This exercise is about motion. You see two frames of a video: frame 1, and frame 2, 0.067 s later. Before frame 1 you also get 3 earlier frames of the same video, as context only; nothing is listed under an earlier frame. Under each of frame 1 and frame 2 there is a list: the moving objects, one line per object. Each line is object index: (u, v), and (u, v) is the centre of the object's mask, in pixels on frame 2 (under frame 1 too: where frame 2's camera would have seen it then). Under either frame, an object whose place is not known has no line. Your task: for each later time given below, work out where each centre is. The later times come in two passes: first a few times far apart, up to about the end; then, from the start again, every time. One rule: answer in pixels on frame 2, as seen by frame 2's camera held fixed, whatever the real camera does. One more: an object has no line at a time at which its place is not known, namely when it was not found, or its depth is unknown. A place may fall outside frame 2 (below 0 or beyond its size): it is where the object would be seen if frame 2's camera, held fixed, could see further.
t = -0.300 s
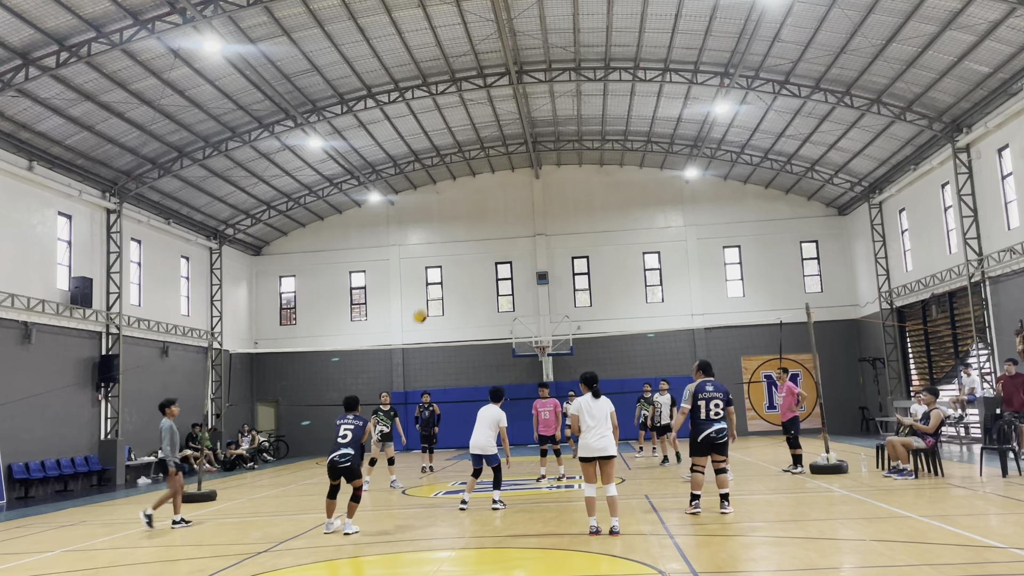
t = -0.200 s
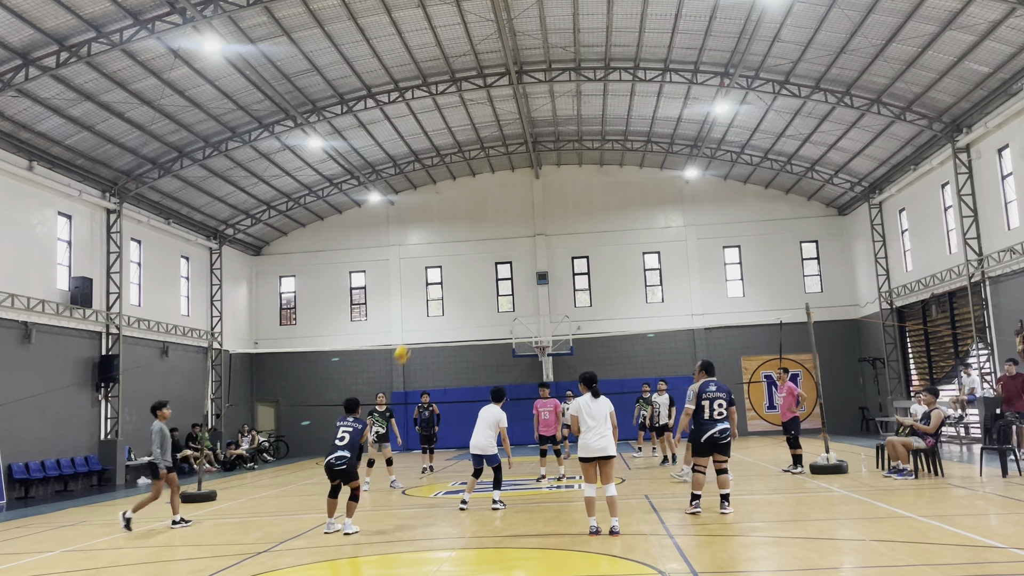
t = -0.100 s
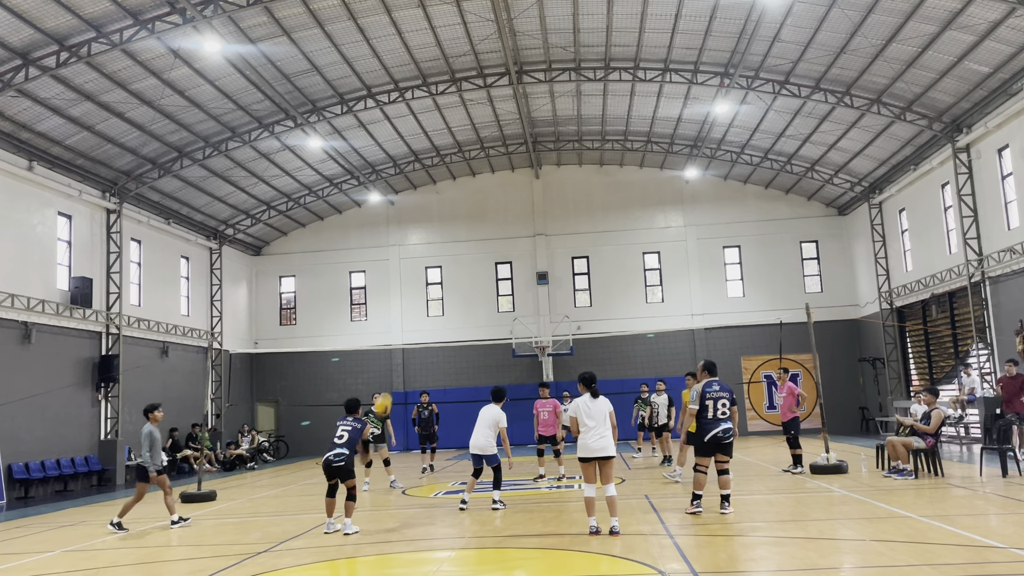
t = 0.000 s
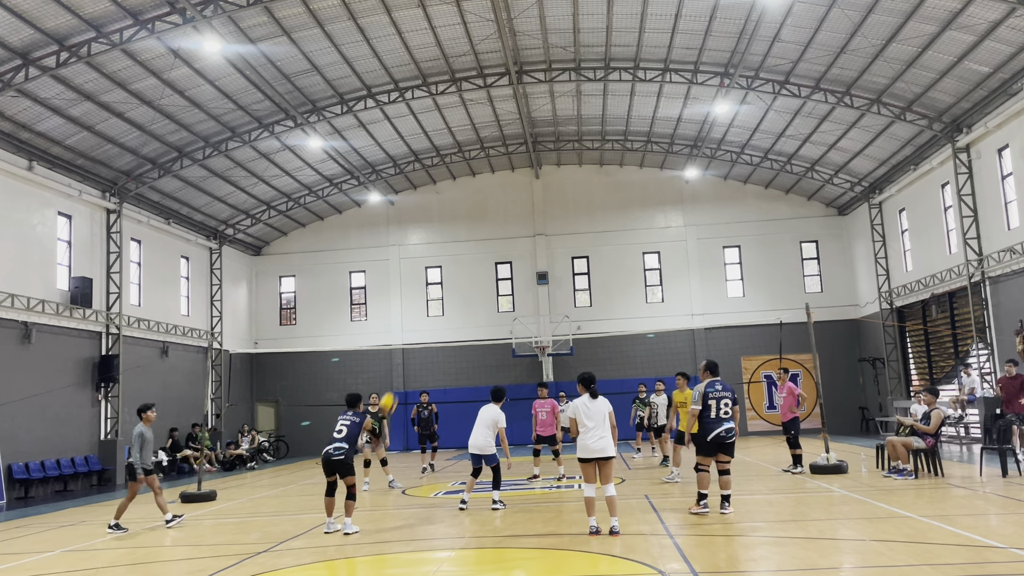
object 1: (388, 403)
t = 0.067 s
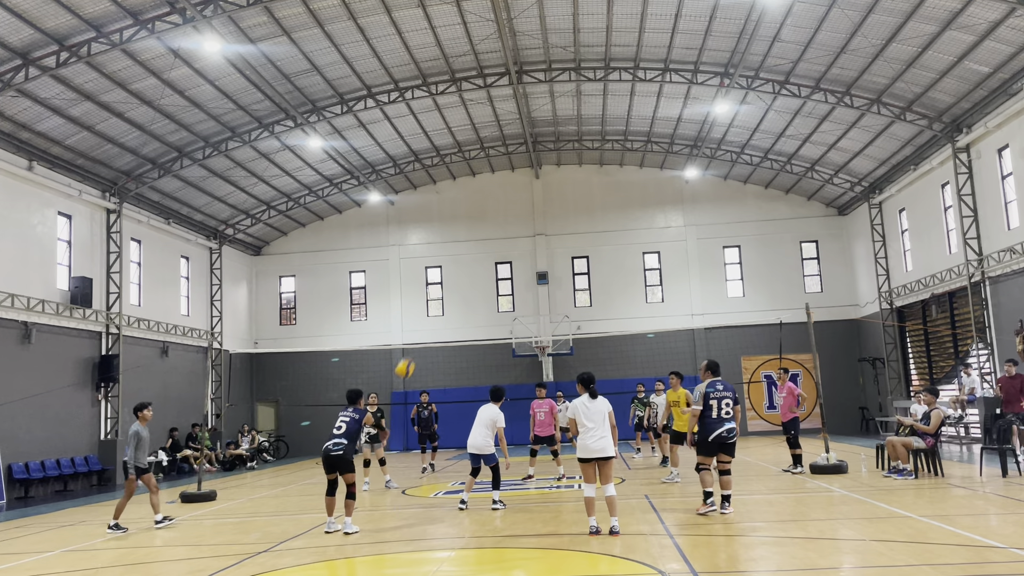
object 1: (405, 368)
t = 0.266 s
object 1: (450, 291)
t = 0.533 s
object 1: (503, 243)
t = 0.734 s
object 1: (539, 240)
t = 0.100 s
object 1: (413, 354)
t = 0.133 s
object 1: (421, 338)
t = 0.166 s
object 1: (429, 324)
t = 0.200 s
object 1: (436, 311)
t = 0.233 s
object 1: (444, 301)
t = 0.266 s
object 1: (450, 291)
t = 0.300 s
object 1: (457, 282)
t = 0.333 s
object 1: (465, 273)
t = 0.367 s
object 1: (471, 266)
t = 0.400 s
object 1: (478, 259)
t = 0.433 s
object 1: (484, 254)
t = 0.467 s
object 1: (490, 250)
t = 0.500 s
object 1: (497, 246)
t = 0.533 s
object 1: (503, 243)
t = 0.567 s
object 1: (509, 240)
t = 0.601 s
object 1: (515, 238)
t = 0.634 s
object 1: (521, 238)
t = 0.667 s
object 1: (528, 239)
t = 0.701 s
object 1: (534, 239)
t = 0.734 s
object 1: (539, 240)
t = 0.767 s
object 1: (545, 243)
